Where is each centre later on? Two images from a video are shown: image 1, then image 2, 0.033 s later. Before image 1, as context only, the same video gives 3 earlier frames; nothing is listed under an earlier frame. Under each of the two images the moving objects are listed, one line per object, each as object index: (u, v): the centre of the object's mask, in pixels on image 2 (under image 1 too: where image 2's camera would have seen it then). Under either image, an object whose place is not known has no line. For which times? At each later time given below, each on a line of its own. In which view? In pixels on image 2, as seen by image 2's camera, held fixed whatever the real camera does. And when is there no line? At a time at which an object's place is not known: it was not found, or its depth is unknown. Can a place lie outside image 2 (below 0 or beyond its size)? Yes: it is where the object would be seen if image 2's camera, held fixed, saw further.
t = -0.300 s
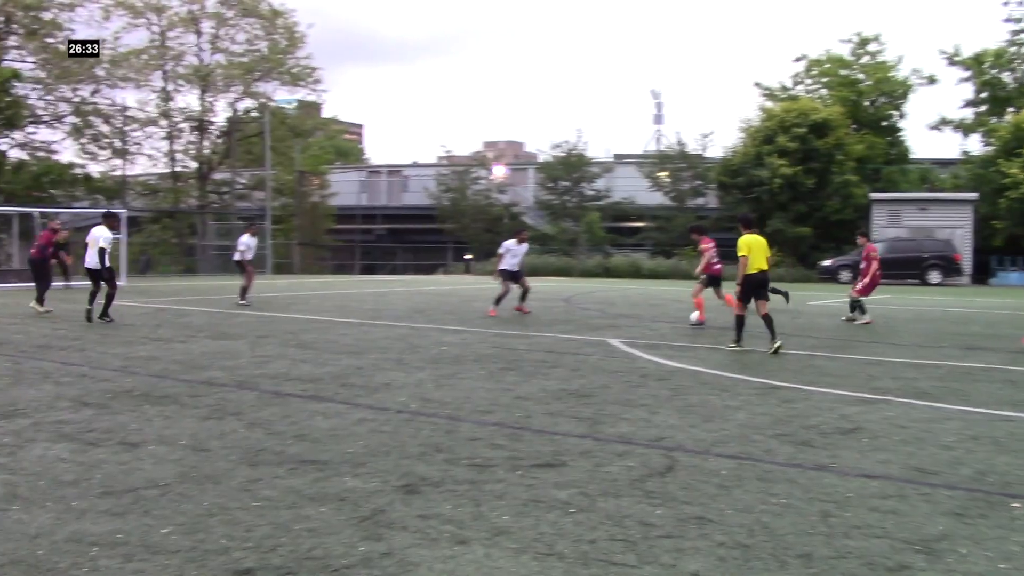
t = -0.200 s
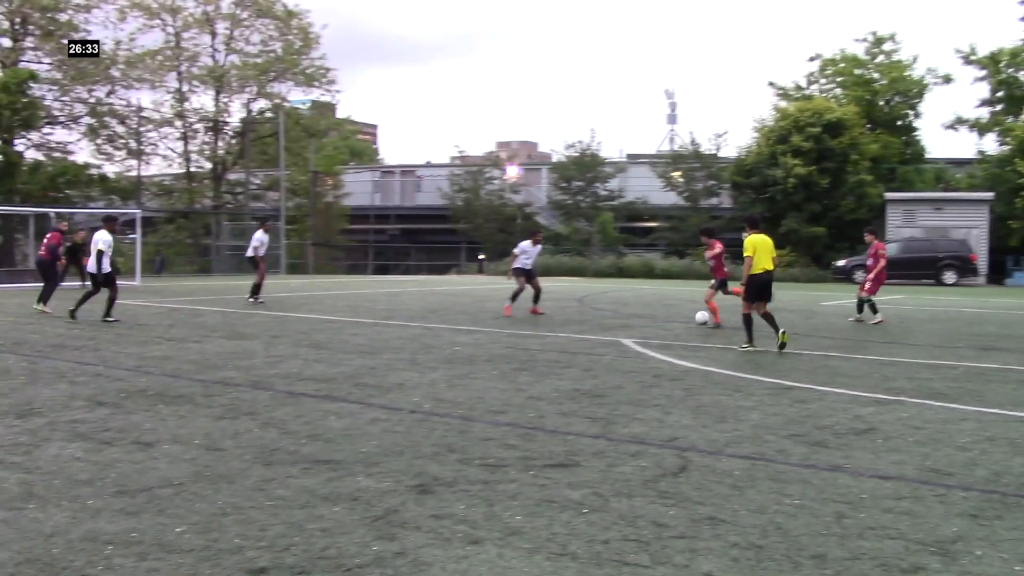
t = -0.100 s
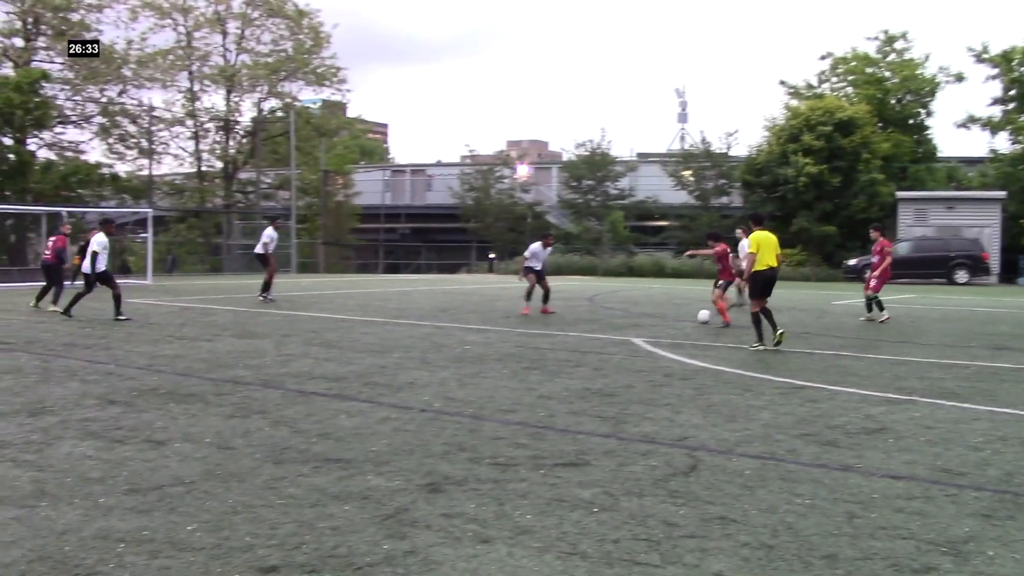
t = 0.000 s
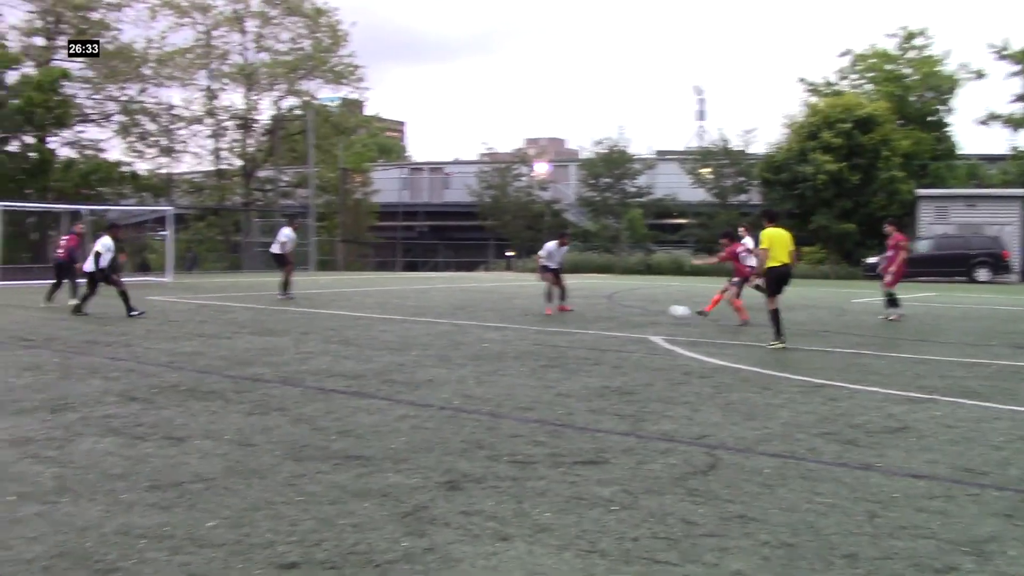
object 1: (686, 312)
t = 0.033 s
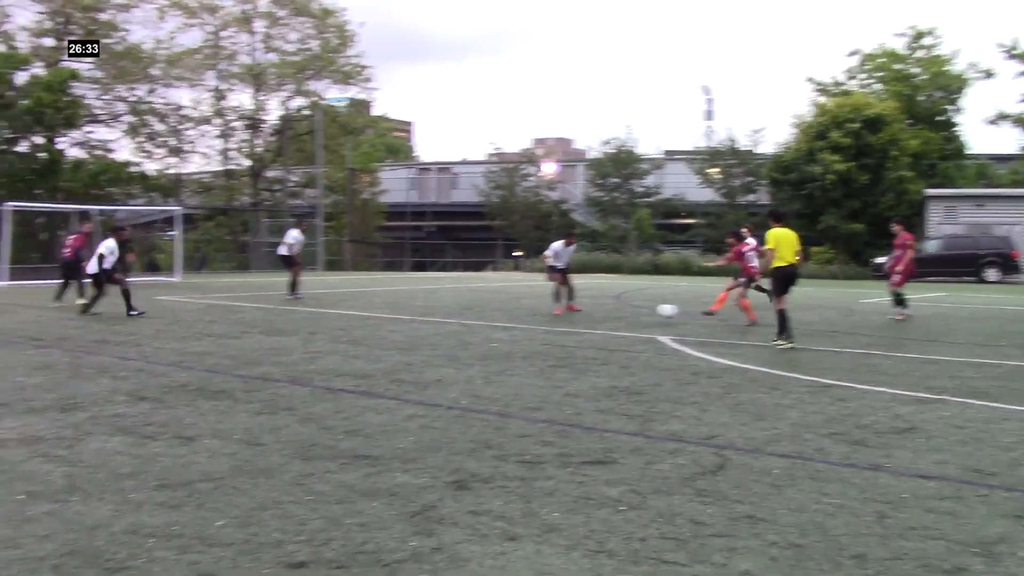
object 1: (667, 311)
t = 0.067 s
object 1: (647, 311)
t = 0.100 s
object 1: (627, 311)
